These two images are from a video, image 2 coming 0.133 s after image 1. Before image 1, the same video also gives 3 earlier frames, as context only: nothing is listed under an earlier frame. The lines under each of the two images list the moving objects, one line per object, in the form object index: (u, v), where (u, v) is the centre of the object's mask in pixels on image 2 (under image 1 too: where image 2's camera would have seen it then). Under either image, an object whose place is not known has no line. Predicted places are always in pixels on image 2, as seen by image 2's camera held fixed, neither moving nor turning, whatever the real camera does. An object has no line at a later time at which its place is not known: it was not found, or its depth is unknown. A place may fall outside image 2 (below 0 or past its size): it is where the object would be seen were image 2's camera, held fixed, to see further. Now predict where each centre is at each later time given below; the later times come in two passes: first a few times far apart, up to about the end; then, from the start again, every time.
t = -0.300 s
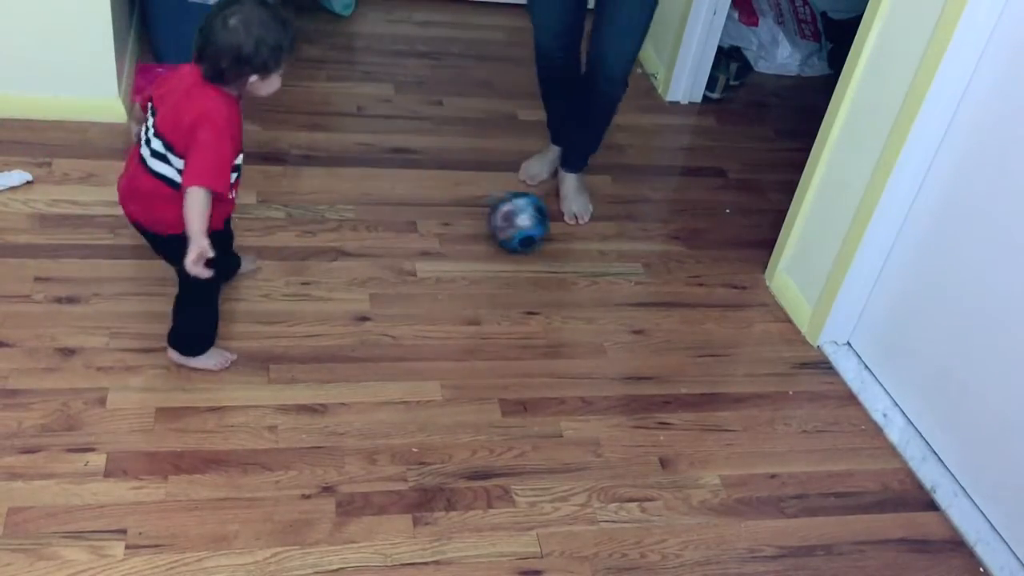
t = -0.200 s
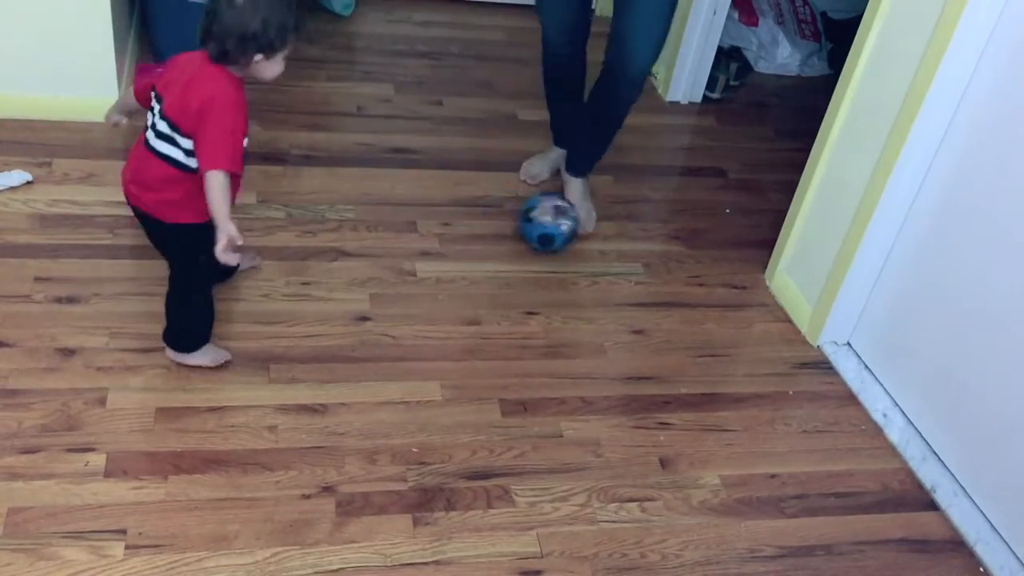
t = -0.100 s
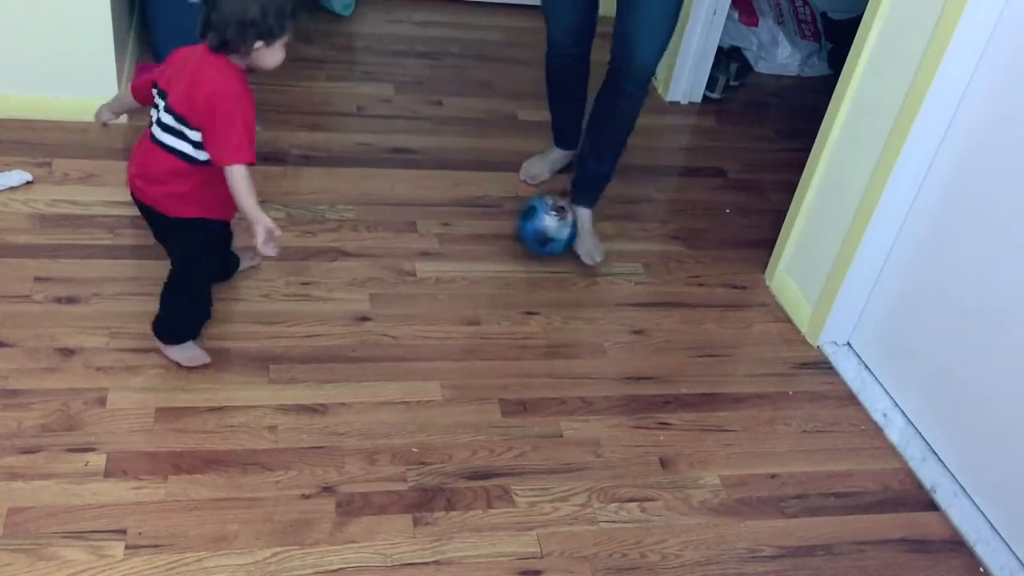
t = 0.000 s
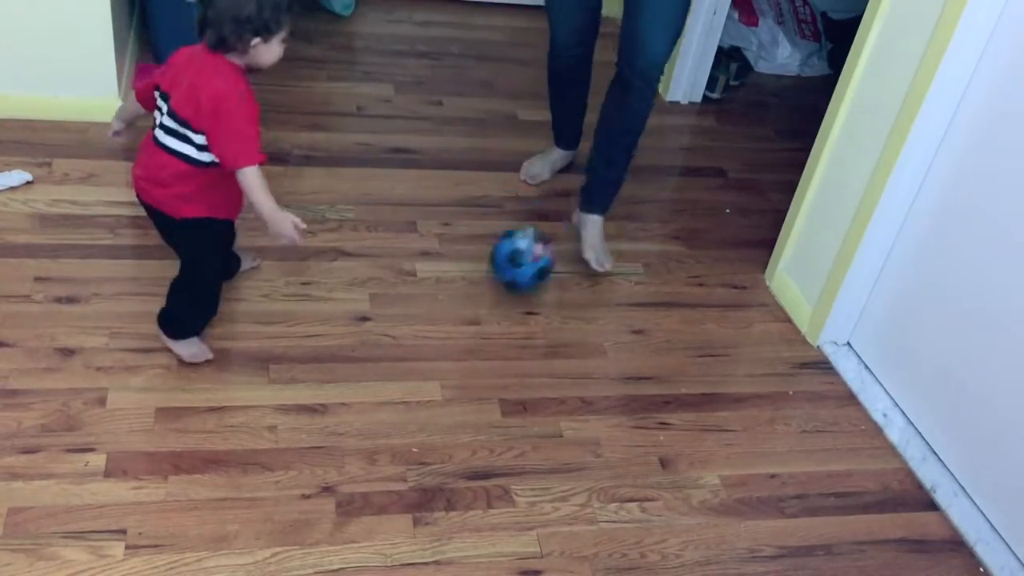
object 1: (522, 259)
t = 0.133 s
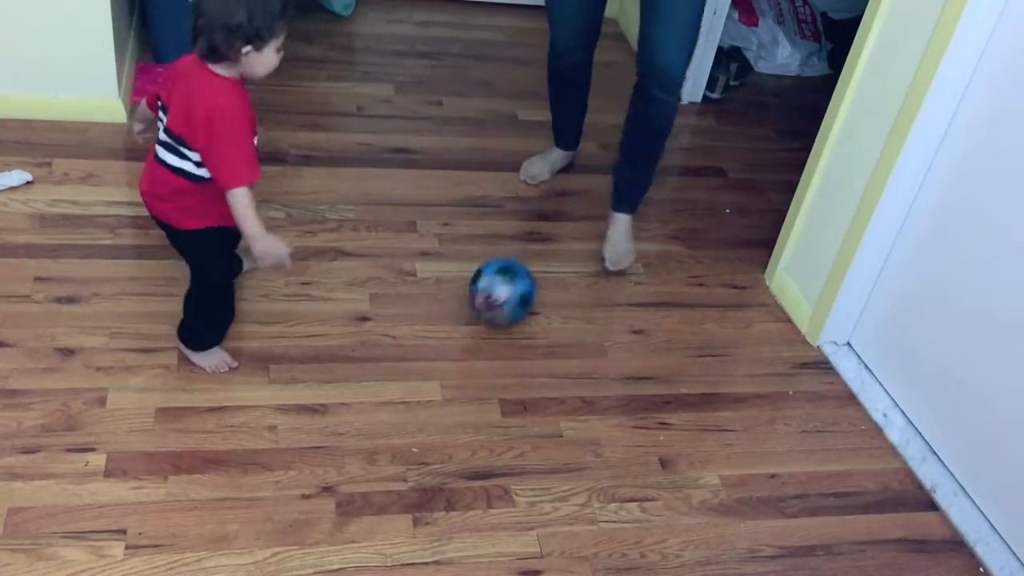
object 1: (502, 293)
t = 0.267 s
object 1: (486, 322)
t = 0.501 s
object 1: (459, 376)
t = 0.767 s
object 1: (428, 439)
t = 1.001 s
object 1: (402, 501)
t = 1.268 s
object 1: (373, 556)
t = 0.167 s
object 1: (498, 301)
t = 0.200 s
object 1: (493, 312)
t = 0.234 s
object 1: (489, 319)
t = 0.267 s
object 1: (486, 322)
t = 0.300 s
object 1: (482, 329)
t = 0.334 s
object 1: (478, 341)
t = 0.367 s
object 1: (475, 345)
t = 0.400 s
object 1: (470, 352)
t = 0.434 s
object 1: (466, 362)
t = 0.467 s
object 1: (464, 368)
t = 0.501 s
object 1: (459, 376)
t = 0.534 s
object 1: (456, 384)
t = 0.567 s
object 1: (451, 393)
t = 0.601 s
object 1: (447, 400)
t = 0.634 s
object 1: (444, 408)
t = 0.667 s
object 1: (439, 415)
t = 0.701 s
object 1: (436, 424)
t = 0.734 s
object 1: (431, 433)
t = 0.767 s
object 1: (428, 439)
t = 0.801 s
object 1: (424, 448)
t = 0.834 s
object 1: (420, 457)
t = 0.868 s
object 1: (417, 464)
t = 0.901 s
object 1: (413, 474)
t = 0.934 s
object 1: (409, 483)
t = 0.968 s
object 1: (405, 492)
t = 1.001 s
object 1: (402, 501)
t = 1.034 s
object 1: (398, 510)
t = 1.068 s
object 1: (394, 520)
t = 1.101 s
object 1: (390, 529)
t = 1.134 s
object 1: (385, 537)
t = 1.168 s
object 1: (383, 542)
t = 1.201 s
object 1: (380, 546)
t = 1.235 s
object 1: (377, 552)
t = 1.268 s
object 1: (373, 556)
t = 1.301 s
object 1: (370, 560)
